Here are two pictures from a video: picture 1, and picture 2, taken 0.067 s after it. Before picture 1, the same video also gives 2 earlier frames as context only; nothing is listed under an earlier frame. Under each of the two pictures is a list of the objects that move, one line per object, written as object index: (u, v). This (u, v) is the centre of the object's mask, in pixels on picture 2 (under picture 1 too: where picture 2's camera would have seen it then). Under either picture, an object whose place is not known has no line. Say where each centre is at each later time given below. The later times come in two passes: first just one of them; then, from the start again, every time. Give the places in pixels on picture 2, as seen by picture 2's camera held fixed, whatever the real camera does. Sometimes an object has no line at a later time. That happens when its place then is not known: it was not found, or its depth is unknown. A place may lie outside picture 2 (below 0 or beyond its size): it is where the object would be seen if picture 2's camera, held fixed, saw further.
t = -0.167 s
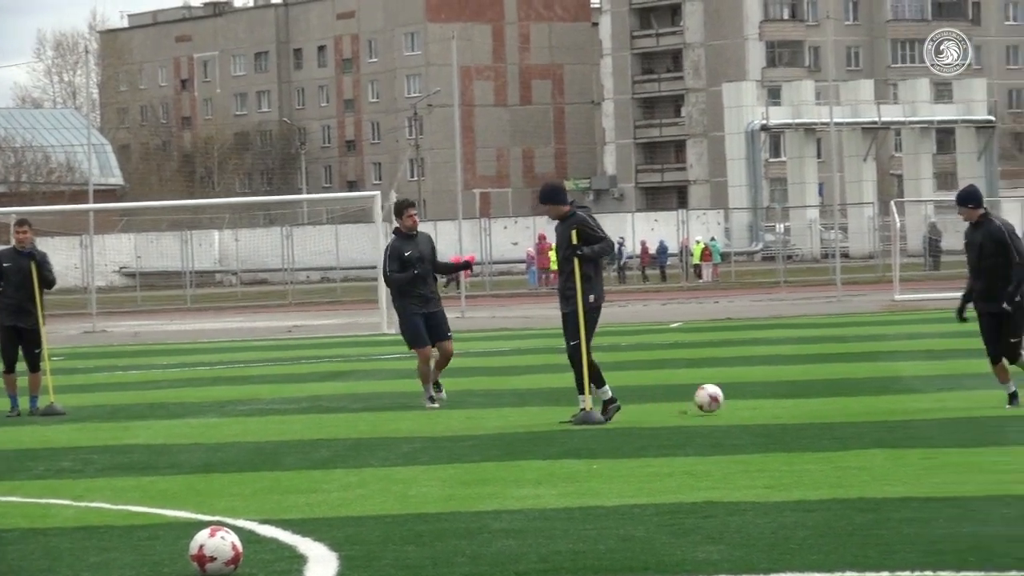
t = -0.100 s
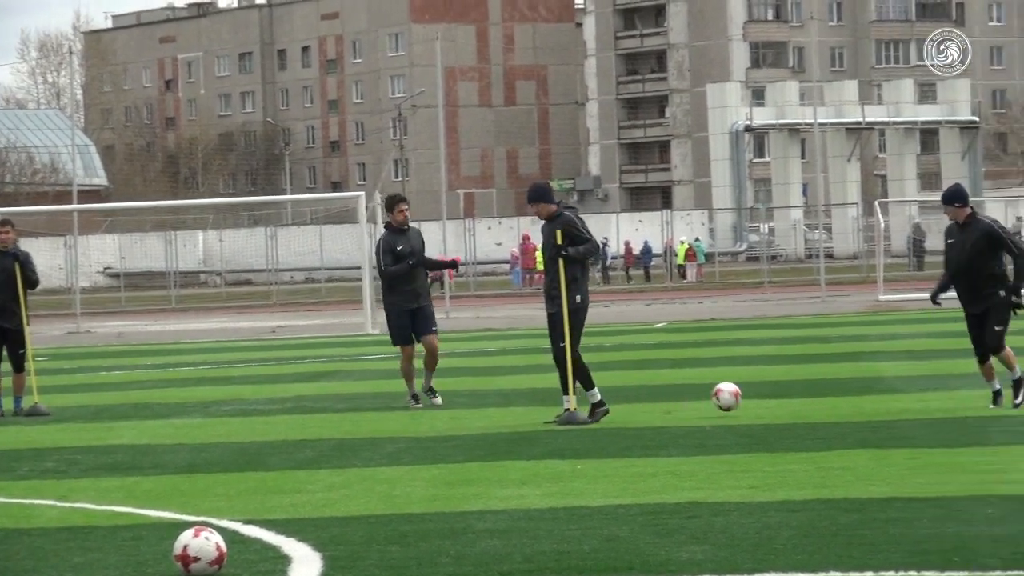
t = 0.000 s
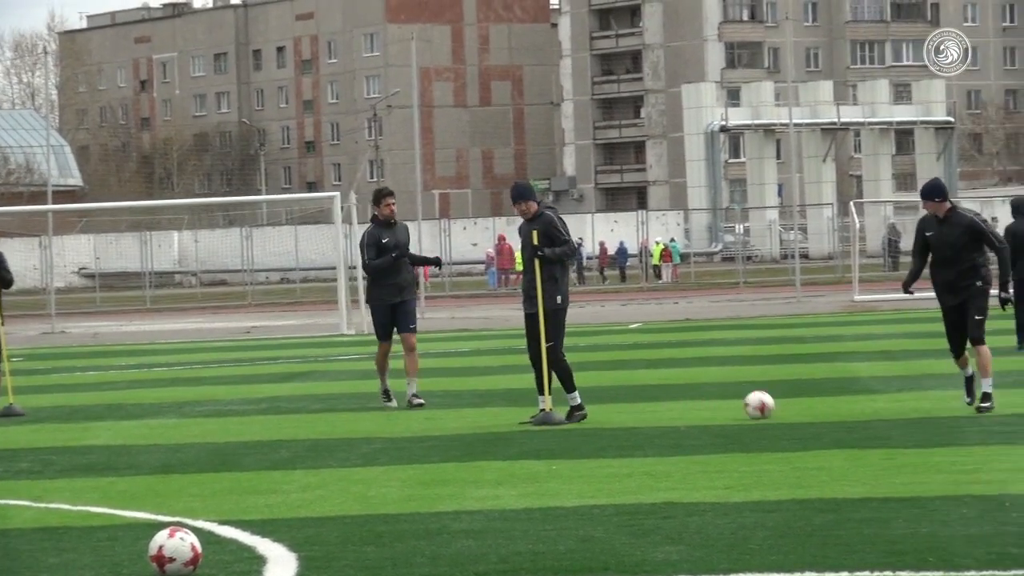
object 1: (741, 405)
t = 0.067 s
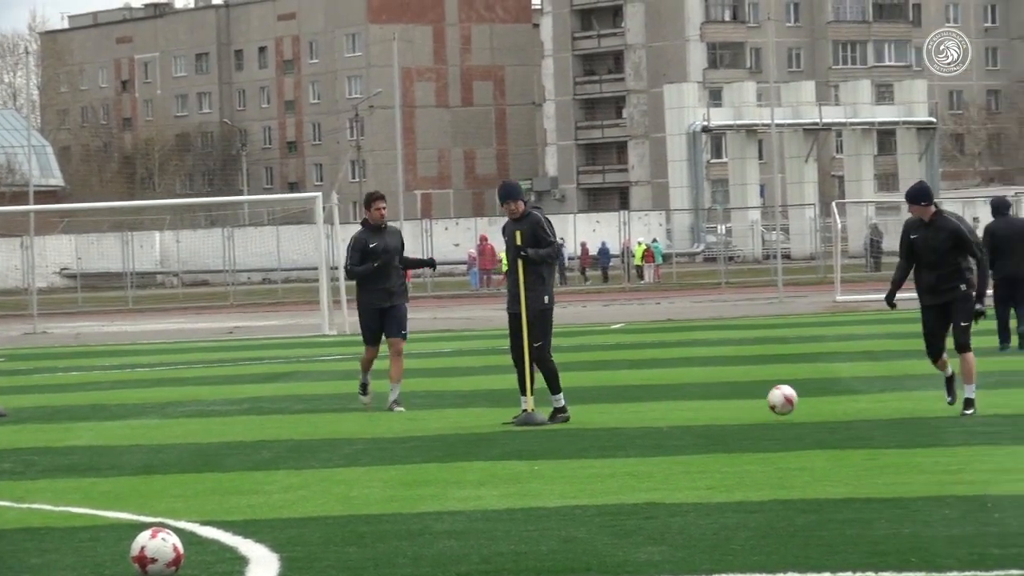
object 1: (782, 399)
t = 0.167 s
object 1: (835, 398)
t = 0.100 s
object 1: (792, 398)
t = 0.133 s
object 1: (813, 397)
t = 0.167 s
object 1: (835, 398)
